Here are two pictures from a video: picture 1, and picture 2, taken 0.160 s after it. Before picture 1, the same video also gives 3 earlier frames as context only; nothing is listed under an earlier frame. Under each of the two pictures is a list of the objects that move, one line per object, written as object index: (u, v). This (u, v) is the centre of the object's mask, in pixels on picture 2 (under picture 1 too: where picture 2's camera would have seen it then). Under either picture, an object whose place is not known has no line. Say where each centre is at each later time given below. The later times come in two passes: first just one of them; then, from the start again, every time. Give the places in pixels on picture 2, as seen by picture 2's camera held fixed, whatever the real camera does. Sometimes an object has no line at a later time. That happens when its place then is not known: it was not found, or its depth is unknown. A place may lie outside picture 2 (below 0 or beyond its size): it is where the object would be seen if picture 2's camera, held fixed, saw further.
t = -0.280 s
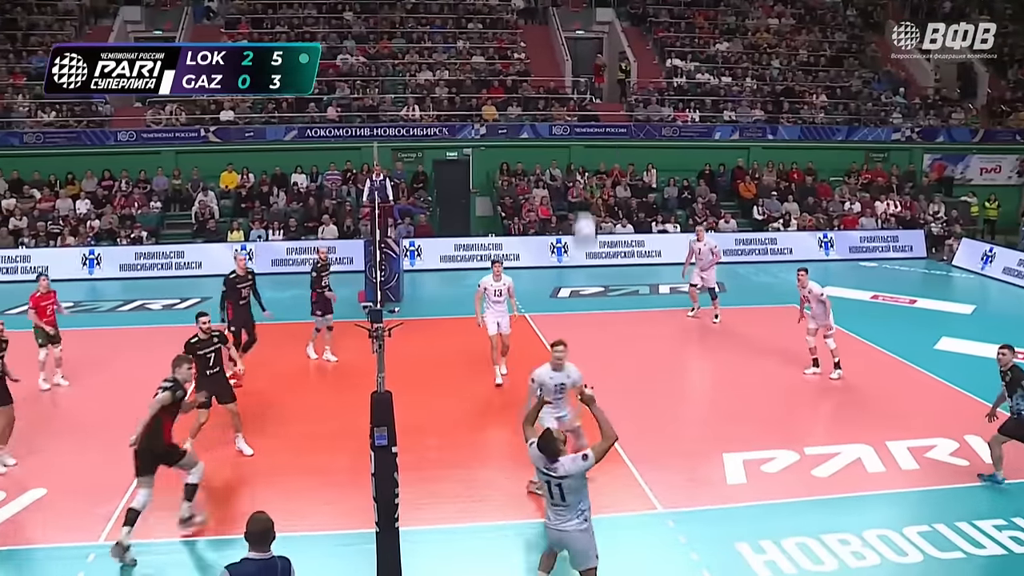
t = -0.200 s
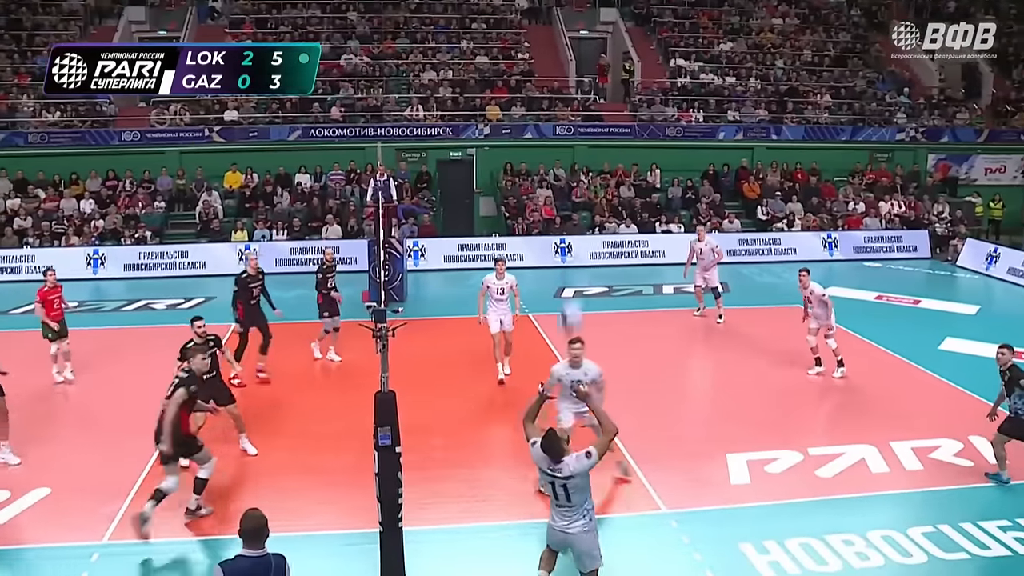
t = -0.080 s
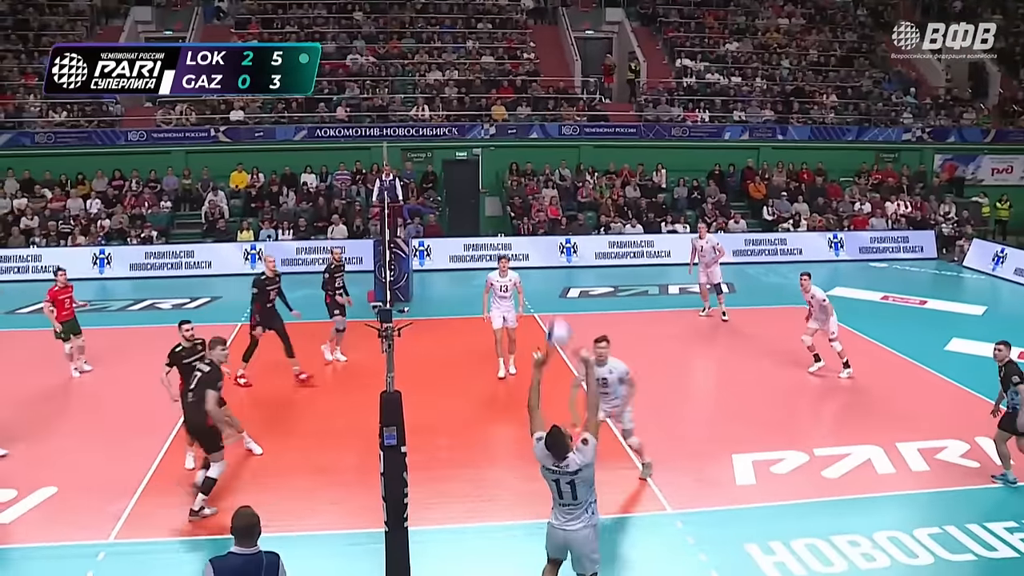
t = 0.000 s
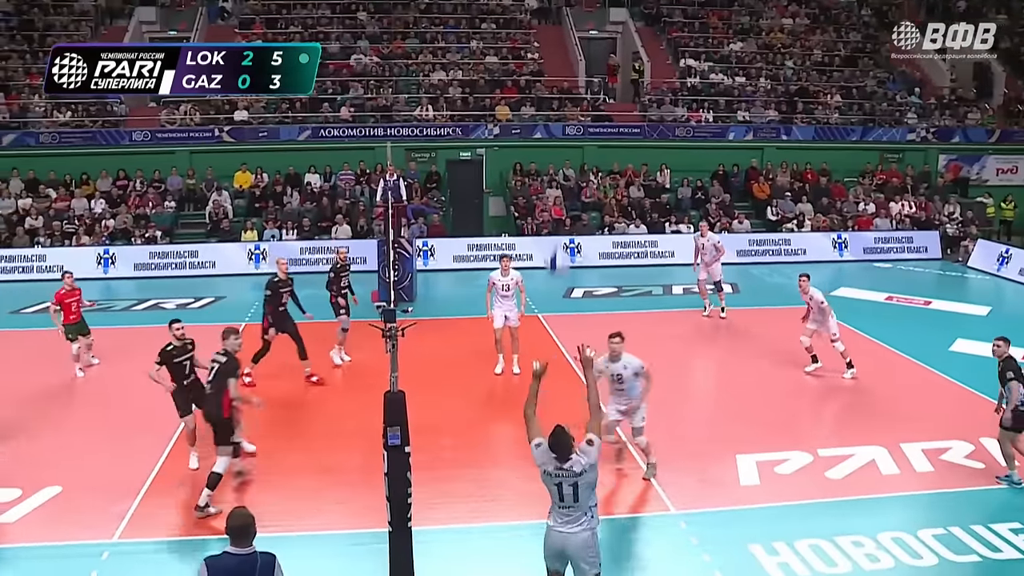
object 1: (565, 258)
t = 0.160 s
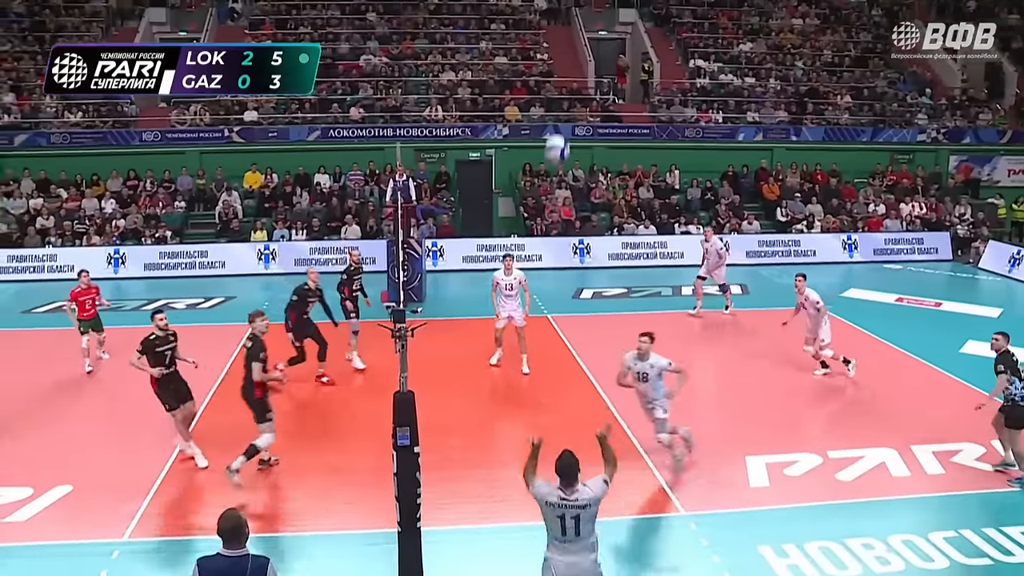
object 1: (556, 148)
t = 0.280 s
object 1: (551, 92)
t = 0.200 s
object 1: (554, 127)
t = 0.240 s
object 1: (553, 109)
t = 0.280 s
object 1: (551, 92)
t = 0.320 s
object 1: (549, 78)
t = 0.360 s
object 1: (547, 66)
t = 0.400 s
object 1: (545, 58)
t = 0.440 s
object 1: (544, 50)
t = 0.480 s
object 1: (543, 45)
